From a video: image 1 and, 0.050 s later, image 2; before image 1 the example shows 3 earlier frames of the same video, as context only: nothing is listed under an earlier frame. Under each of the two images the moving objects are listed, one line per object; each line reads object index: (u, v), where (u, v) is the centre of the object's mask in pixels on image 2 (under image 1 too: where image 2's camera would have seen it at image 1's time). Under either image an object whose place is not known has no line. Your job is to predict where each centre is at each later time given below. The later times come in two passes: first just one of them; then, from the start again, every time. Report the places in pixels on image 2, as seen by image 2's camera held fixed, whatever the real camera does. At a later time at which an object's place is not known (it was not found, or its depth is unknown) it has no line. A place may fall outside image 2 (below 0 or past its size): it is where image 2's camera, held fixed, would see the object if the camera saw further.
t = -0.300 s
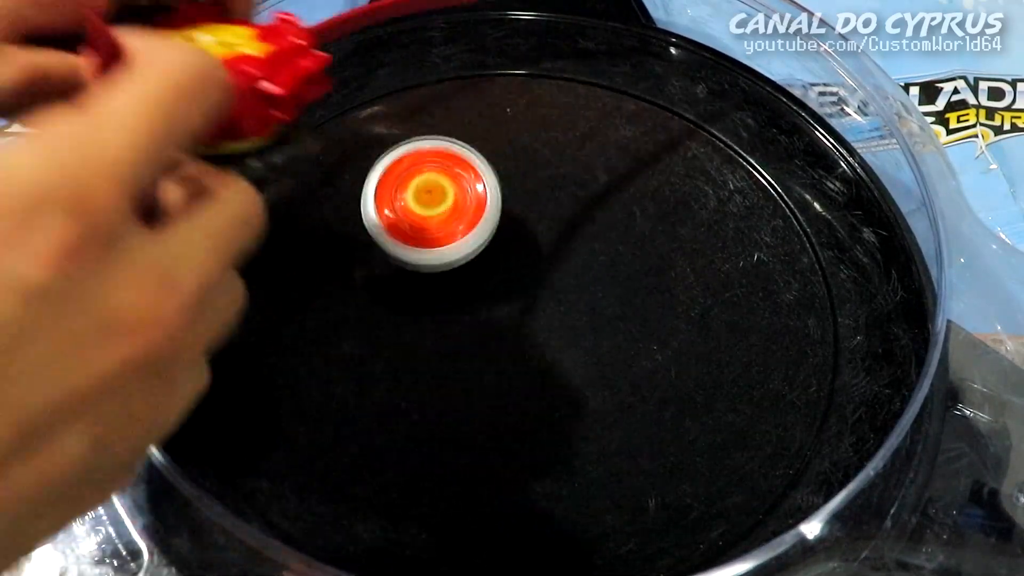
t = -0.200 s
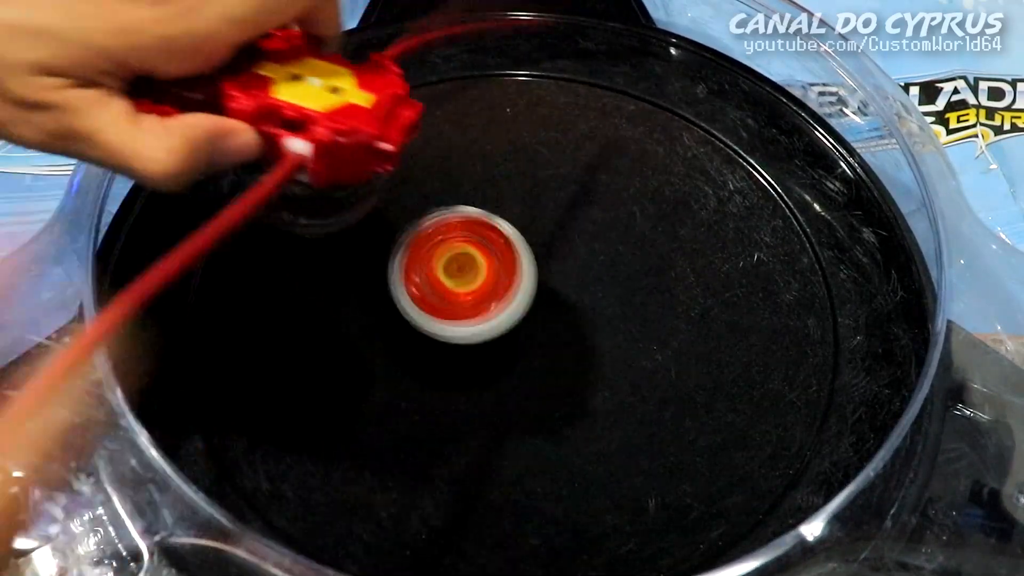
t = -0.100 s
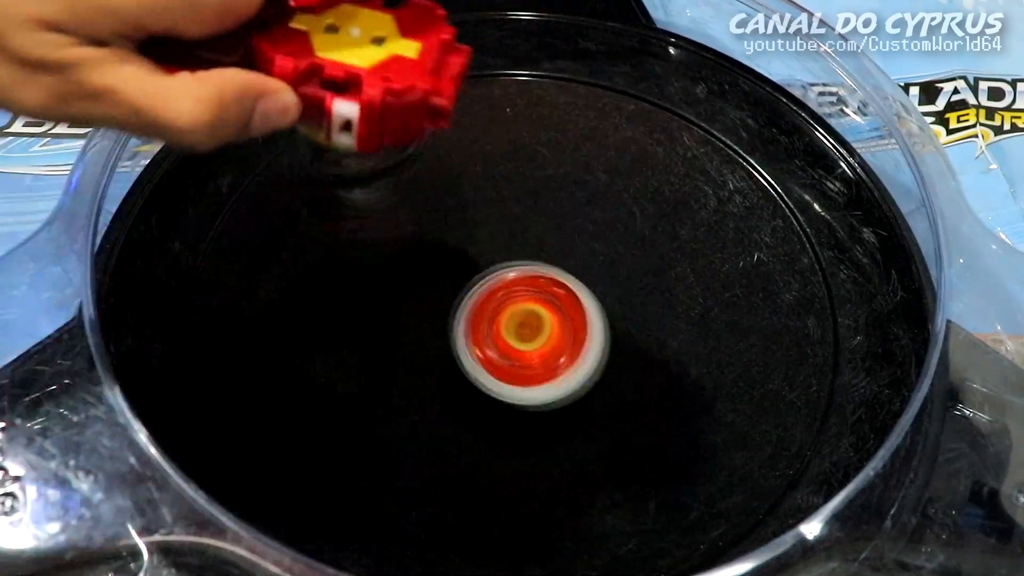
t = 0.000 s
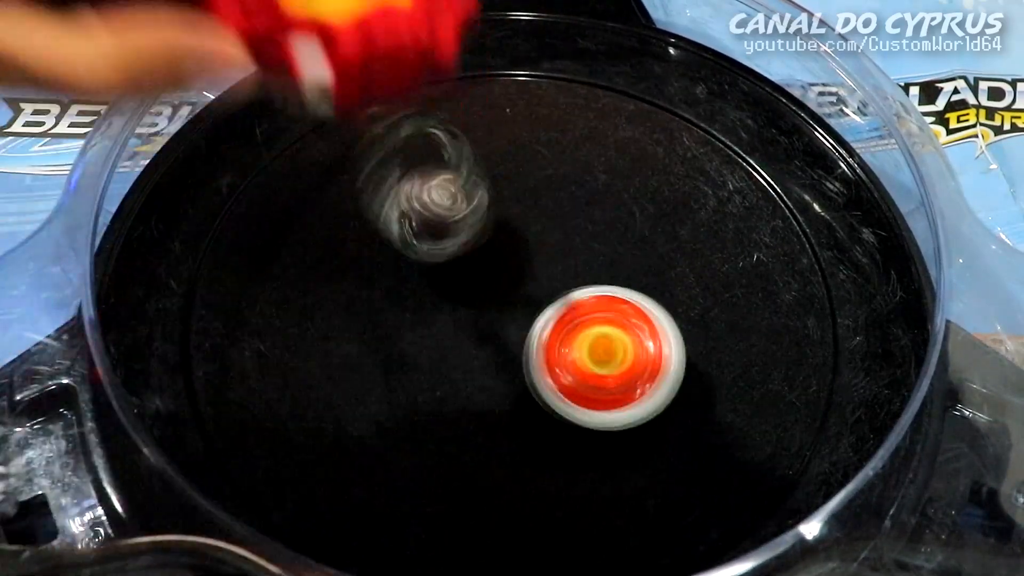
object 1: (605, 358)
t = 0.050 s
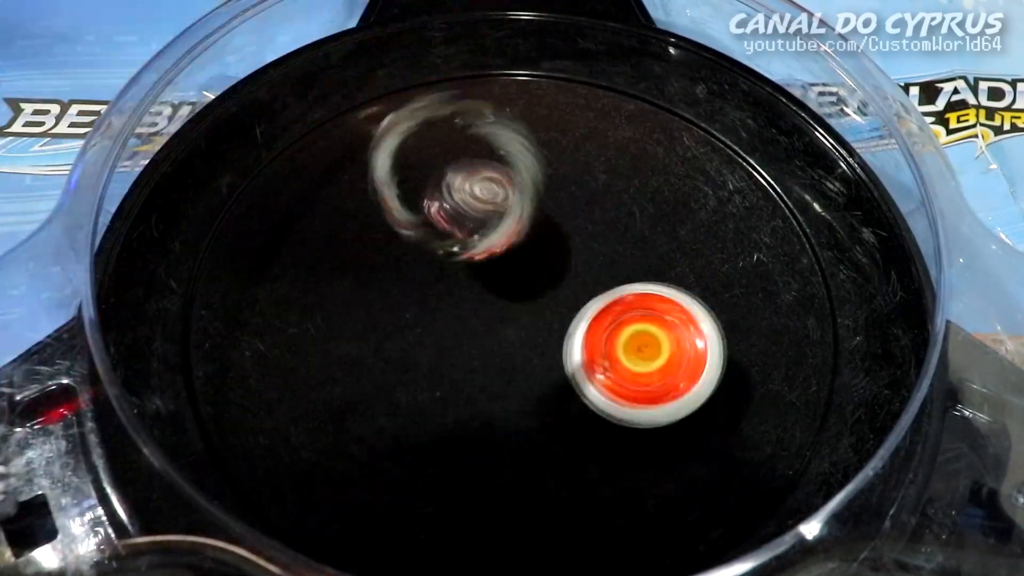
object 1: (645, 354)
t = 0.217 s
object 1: (671, 280)
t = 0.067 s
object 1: (654, 349)
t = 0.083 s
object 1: (662, 346)
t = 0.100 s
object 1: (668, 338)
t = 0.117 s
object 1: (671, 331)
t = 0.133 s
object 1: (674, 327)
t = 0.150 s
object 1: (675, 317)
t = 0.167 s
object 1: (672, 307)
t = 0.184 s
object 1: (671, 299)
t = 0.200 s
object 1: (671, 287)
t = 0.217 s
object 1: (671, 280)
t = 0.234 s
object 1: (676, 280)
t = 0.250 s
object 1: (682, 282)
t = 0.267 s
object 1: (688, 280)
